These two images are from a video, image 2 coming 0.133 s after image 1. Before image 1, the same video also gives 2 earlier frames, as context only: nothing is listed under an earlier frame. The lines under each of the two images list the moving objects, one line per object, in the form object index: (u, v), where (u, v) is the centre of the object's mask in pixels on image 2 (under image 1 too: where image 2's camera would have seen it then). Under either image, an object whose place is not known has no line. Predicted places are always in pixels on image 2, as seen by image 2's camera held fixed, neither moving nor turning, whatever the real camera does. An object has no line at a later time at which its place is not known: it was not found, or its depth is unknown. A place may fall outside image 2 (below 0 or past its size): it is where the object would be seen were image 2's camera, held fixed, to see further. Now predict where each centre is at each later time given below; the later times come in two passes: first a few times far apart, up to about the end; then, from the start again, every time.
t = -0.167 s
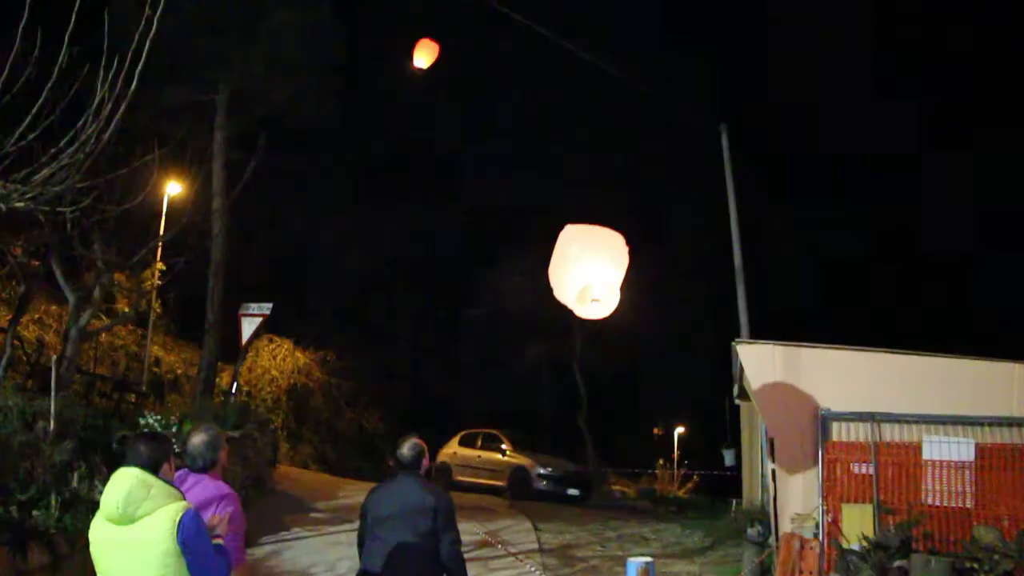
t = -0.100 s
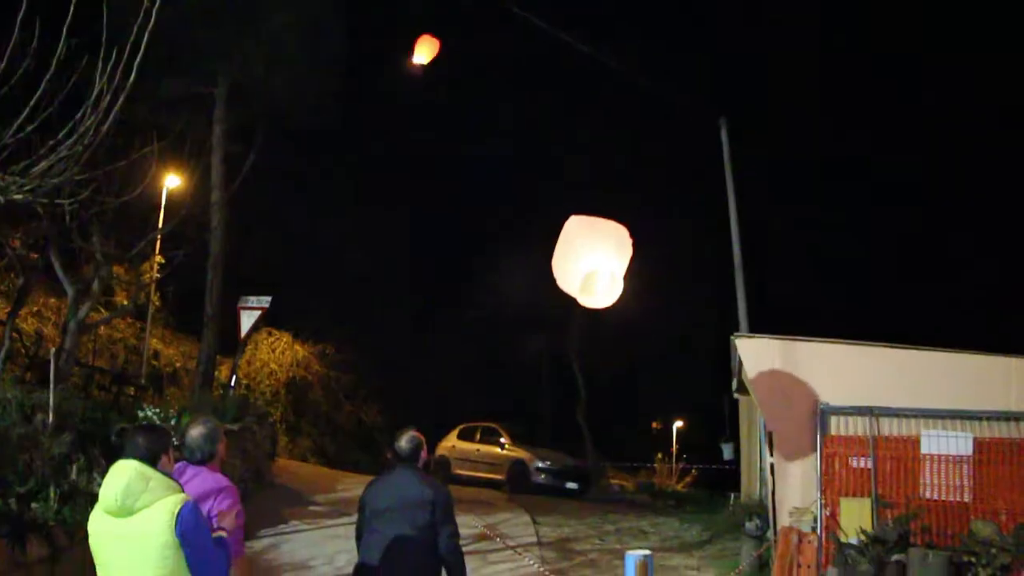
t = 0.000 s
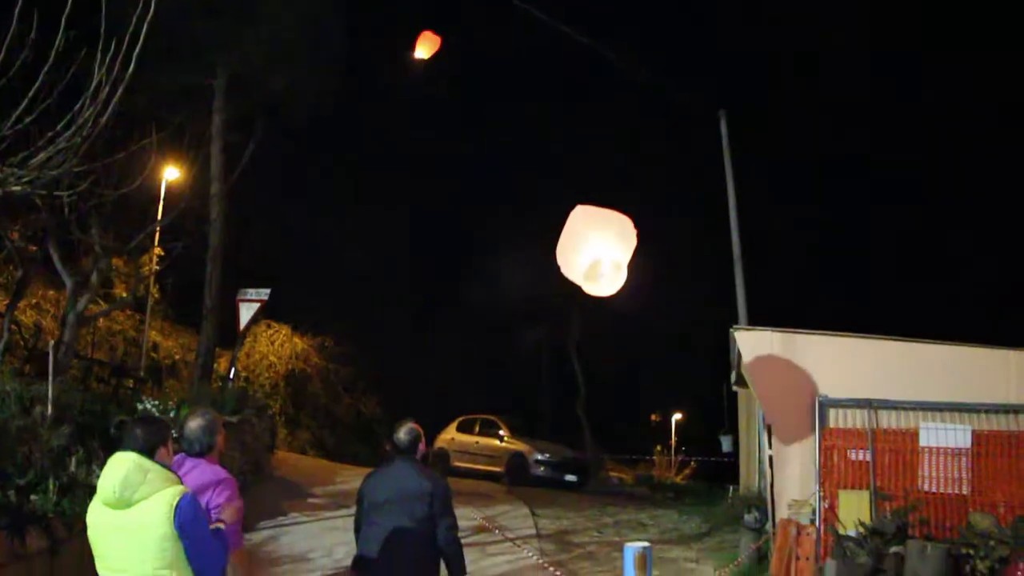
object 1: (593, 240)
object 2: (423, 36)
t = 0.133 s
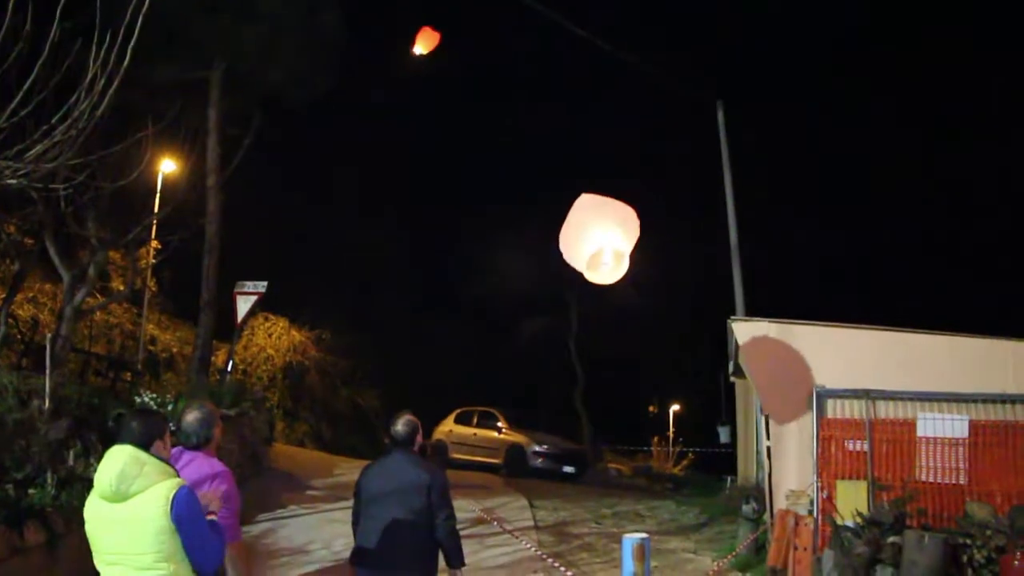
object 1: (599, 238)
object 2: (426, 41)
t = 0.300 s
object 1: (606, 235)
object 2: (432, 46)
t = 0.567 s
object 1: (614, 234)
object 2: (440, 56)
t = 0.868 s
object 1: (621, 236)
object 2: (449, 67)
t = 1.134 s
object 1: (627, 237)
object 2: (453, 74)
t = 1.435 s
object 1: (631, 238)
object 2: (450, 81)
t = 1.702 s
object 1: (633, 237)
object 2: (440, 89)
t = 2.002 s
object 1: (633, 234)
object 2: (427, 100)
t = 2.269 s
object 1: (632, 230)
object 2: (417, 109)
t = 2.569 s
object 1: (631, 222)
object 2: (407, 119)
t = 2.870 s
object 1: (628, 212)
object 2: (400, 128)
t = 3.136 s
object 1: (624, 202)
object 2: (394, 132)
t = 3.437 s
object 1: (616, 189)
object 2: (390, 134)
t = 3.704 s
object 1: (607, 174)
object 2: (387, 134)
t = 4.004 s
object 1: (595, 155)
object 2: (383, 131)
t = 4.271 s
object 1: (584, 138)
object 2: (378, 127)
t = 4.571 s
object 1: (571, 117)
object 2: (370, 122)
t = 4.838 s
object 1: (558, 98)
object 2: (361, 119)
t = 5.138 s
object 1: (544, 78)
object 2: (350, 115)
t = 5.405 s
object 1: (532, 60)
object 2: (339, 111)
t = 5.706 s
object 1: (520, 38)
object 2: (326, 111)
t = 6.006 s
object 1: (507, 15)
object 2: (312, 112)
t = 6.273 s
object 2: (302, 112)
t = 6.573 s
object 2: (293, 111)
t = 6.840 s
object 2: (287, 111)
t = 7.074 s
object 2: (281, 112)
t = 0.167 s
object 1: (601, 237)
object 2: (426, 42)
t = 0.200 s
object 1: (602, 236)
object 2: (427, 44)
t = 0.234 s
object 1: (603, 236)
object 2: (428, 45)
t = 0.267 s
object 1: (605, 235)
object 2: (429, 45)
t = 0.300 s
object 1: (606, 235)
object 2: (432, 46)
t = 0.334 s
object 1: (607, 235)
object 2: (432, 47)
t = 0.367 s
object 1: (608, 235)
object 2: (433, 48)
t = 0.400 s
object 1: (609, 234)
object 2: (435, 50)
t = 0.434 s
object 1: (610, 234)
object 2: (435, 51)
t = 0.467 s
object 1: (611, 234)
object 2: (437, 53)
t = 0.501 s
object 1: (612, 234)
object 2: (438, 54)
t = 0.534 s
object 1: (613, 234)
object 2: (439, 55)
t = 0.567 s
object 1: (614, 234)
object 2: (440, 56)
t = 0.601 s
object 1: (615, 234)
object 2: (442, 58)
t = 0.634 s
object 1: (615, 234)
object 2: (442, 59)
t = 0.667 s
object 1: (616, 234)
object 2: (443, 60)
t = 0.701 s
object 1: (617, 235)
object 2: (445, 61)
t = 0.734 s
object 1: (618, 235)
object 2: (445, 62)
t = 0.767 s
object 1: (619, 235)
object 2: (446, 64)
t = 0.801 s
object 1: (619, 235)
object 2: (447, 65)
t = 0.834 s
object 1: (620, 236)
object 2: (448, 65)
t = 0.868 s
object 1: (621, 236)
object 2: (449, 67)
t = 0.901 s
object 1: (622, 236)
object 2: (449, 68)
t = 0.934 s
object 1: (622, 236)
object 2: (450, 68)
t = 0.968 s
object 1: (623, 236)
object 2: (451, 70)
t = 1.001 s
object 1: (624, 237)
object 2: (451, 71)
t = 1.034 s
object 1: (624, 237)
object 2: (451, 71)
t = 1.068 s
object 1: (625, 237)
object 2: (452, 72)
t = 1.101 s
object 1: (626, 237)
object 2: (452, 73)
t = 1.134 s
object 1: (627, 237)
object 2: (453, 74)
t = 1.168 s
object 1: (627, 237)
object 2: (453, 75)
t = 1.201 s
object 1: (628, 237)
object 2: (453, 75)
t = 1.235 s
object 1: (628, 237)
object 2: (453, 76)
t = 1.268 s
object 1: (629, 237)
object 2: (453, 77)
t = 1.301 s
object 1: (630, 237)
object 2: (452, 78)
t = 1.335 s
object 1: (630, 238)
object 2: (452, 78)
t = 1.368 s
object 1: (630, 238)
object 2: (451, 79)
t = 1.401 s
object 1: (631, 237)
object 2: (450, 80)
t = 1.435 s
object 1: (631, 238)
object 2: (450, 81)
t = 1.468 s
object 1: (631, 237)
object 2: (449, 82)
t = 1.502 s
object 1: (632, 237)
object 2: (447, 83)
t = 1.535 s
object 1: (632, 237)
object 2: (447, 83)
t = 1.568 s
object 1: (632, 237)
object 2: (445, 85)
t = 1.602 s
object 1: (632, 237)
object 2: (444, 86)
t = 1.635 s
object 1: (632, 237)
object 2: (443, 86)
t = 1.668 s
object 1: (633, 237)
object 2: (441, 88)
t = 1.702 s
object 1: (633, 237)
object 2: (440, 89)
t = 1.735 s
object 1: (633, 236)
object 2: (439, 90)
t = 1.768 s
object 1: (633, 236)
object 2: (437, 91)
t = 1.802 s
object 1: (633, 236)
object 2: (435, 93)
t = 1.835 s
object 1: (633, 236)
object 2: (434, 93)
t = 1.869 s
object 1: (633, 235)
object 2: (433, 95)
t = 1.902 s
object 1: (633, 235)
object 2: (431, 96)
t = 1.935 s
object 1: (633, 235)
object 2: (431, 97)
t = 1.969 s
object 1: (633, 235)
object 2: (429, 99)
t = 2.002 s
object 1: (633, 234)
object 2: (427, 100)
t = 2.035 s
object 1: (633, 234)
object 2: (427, 101)
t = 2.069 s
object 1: (633, 233)
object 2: (425, 102)
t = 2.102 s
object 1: (633, 233)
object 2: (423, 103)
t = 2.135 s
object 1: (633, 232)
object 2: (422, 104)
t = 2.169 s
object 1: (633, 232)
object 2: (421, 106)
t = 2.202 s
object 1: (633, 231)
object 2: (420, 107)
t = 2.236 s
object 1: (633, 231)
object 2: (419, 108)
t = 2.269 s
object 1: (632, 230)
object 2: (417, 109)
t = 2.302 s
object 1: (632, 229)
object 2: (416, 111)
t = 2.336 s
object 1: (632, 228)
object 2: (415, 112)
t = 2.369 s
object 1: (632, 227)
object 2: (414, 113)
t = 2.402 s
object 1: (632, 227)
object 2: (412, 115)
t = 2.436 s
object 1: (631, 226)
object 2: (412, 115)
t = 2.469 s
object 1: (631, 225)
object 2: (411, 116)
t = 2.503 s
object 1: (631, 224)
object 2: (409, 118)
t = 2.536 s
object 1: (631, 223)
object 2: (408, 118)
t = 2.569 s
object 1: (631, 222)
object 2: (407, 119)
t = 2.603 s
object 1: (630, 221)
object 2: (406, 121)
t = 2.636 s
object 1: (630, 220)
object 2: (406, 121)
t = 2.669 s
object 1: (630, 219)
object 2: (405, 122)
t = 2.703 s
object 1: (630, 218)
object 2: (404, 123)
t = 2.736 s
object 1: (629, 217)
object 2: (403, 124)
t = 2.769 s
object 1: (629, 216)
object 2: (402, 125)
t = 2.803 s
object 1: (629, 214)
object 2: (401, 126)
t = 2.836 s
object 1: (628, 214)
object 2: (401, 127)
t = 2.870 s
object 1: (628, 212)
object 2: (400, 128)
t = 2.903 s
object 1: (627, 211)
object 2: (399, 129)
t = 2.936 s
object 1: (627, 210)
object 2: (398, 129)
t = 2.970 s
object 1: (627, 209)
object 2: (398, 130)
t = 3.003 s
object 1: (626, 207)
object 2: (397, 130)
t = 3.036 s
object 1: (625, 206)
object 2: (396, 131)
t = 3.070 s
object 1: (625, 205)
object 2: (396, 131)
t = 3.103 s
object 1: (624, 203)
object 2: (395, 132)
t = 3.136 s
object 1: (624, 202)
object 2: (394, 132)
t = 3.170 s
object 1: (623, 201)
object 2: (394, 132)
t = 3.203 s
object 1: (622, 199)
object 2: (393, 133)
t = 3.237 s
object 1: (621, 198)
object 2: (393, 133)
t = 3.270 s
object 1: (621, 196)
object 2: (392, 133)
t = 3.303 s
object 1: (620, 194)
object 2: (392, 134)
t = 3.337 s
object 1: (619, 193)
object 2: (391, 134)
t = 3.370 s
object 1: (618, 192)
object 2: (391, 134)
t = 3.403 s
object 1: (617, 190)
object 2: (390, 135)
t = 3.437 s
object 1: (616, 189)
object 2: (390, 134)
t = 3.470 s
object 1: (615, 187)
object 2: (389, 135)
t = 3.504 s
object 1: (613, 185)
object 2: (389, 135)
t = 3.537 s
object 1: (613, 184)
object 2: (389, 135)
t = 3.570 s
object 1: (611, 182)
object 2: (388, 135)
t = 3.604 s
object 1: (610, 180)
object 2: (388, 134)
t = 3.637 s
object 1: (609, 179)
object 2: (388, 134)
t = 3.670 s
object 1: (608, 176)
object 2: (387, 134)
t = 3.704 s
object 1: (607, 174)
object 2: (387, 134)
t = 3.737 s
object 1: (606, 173)
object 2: (386, 134)
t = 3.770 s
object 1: (604, 171)
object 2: (386, 133)
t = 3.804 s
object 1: (603, 168)
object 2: (385, 133)
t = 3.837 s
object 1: (602, 167)
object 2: (385, 133)
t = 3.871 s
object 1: (601, 165)
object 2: (385, 133)
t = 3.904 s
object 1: (599, 162)
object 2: (384, 132)
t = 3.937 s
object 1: (598, 160)
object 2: (384, 132)
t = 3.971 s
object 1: (597, 158)
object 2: (383, 132)
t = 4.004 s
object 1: (595, 155)
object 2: (383, 131)
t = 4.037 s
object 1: (594, 153)
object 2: (382, 130)
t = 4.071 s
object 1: (593, 152)
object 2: (382, 130)
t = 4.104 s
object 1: (591, 149)
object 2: (381, 130)
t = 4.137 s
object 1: (589, 146)
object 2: (380, 129)
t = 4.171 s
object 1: (589, 145)
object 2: (380, 129)
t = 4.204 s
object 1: (587, 142)
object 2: (379, 128)
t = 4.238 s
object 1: (585, 139)
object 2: (378, 127)
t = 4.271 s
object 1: (584, 138)
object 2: (378, 127)
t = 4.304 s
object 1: (582, 135)
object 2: (377, 126)
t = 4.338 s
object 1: (581, 132)
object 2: (376, 126)
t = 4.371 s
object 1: (580, 131)
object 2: (376, 125)
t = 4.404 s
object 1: (578, 128)
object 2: (375, 125)
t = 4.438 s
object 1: (576, 125)
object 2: (374, 124)
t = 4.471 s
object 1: (575, 124)
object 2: (373, 124)
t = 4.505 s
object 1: (574, 121)
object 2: (372, 123)
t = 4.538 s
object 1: (572, 119)
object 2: (371, 122)
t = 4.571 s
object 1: (571, 117)
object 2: (370, 122)
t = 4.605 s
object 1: (569, 114)
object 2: (369, 122)
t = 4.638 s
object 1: (567, 112)
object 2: (368, 121)
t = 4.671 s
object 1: (566, 110)
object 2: (367, 121)
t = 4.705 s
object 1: (564, 108)
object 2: (366, 120)
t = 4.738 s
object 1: (562, 105)
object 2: (364, 120)
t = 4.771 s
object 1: (561, 104)
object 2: (364, 119)
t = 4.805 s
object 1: (559, 101)
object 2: (362, 119)
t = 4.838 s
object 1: (558, 98)
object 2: (361, 119)
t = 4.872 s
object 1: (557, 97)
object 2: (360, 118)
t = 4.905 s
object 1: (555, 94)
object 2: (359, 118)
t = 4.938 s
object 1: (553, 92)
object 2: (357, 117)
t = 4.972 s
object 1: (552, 90)
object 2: (357, 117)
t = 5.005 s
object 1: (551, 88)
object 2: (356, 117)
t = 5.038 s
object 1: (549, 85)
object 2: (354, 116)
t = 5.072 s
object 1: (548, 84)
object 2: (353, 116)
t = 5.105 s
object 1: (546, 81)
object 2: (352, 115)
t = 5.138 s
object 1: (544, 78)
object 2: (350, 115)
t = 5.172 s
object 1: (544, 77)
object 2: (350, 114)
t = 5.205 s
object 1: (542, 74)
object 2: (348, 114)
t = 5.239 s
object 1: (540, 71)
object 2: (346, 113)
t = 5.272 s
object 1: (539, 70)
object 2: (346, 112)
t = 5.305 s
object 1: (537, 67)
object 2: (344, 112)
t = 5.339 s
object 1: (535, 64)
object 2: (342, 112)
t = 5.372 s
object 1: (534, 63)
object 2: (341, 112)
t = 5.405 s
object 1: (532, 60)
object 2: (339, 111)
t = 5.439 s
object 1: (531, 57)
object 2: (338, 111)
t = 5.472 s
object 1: (530, 55)
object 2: (337, 111)
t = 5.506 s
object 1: (528, 53)
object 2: (335, 111)
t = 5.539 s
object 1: (527, 50)
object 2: (333, 110)
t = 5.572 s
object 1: (526, 48)
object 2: (333, 110)
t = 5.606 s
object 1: (524, 45)
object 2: (331, 110)
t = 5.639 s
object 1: (523, 43)
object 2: (329, 110)
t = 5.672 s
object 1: (522, 41)
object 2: (328, 110)
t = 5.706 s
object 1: (520, 38)
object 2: (326, 111)
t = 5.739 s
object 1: (518, 35)
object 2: (324, 111)
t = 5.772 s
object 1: (517, 33)
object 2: (323, 111)
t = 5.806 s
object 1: (516, 31)
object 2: (321, 111)
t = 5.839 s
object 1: (514, 28)
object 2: (319, 111)
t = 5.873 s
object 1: (513, 26)
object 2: (318, 111)
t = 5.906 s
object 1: (511, 23)
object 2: (316, 111)
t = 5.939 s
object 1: (510, 20)
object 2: (315, 111)
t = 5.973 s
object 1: (509, 18)
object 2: (314, 111)
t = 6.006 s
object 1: (507, 15)
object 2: (312, 112)
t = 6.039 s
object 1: (504, 12)
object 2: (311, 111)
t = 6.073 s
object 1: (503, 10)
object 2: (309, 111)
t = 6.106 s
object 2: (308, 111)
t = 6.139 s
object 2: (306, 112)
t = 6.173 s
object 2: (305, 111)
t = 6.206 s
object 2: (304, 112)
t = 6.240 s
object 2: (302, 112)
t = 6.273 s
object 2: (302, 112)
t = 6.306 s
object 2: (301, 112)
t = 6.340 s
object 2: (299, 112)
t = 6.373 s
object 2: (299, 112)
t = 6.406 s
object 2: (297, 112)
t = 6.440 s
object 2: (296, 112)
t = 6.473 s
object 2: (295, 112)
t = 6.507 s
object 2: (295, 111)
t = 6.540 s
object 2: (293, 111)
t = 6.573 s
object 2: (293, 111)
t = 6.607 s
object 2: (292, 111)
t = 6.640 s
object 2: (291, 111)
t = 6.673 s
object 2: (290, 111)
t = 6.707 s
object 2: (290, 111)
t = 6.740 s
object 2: (288, 111)
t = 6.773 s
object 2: (288, 112)
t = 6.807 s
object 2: (287, 112)
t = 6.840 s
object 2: (287, 111)
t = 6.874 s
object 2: (286, 112)
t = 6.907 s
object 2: (285, 112)
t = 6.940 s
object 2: (284, 112)
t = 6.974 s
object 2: (284, 112)
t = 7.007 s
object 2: (283, 112)
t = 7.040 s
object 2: (282, 112)
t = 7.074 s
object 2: (281, 112)
